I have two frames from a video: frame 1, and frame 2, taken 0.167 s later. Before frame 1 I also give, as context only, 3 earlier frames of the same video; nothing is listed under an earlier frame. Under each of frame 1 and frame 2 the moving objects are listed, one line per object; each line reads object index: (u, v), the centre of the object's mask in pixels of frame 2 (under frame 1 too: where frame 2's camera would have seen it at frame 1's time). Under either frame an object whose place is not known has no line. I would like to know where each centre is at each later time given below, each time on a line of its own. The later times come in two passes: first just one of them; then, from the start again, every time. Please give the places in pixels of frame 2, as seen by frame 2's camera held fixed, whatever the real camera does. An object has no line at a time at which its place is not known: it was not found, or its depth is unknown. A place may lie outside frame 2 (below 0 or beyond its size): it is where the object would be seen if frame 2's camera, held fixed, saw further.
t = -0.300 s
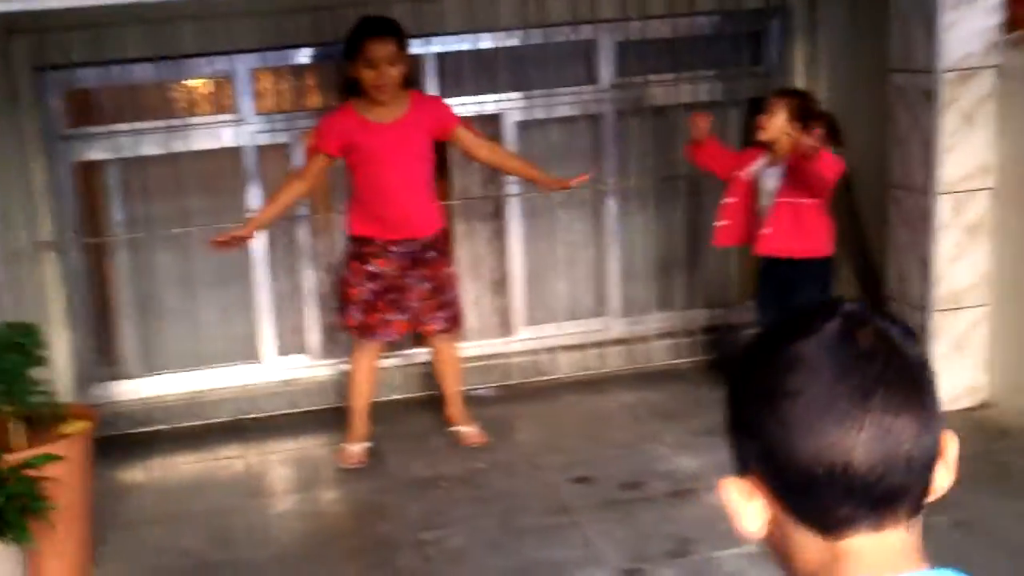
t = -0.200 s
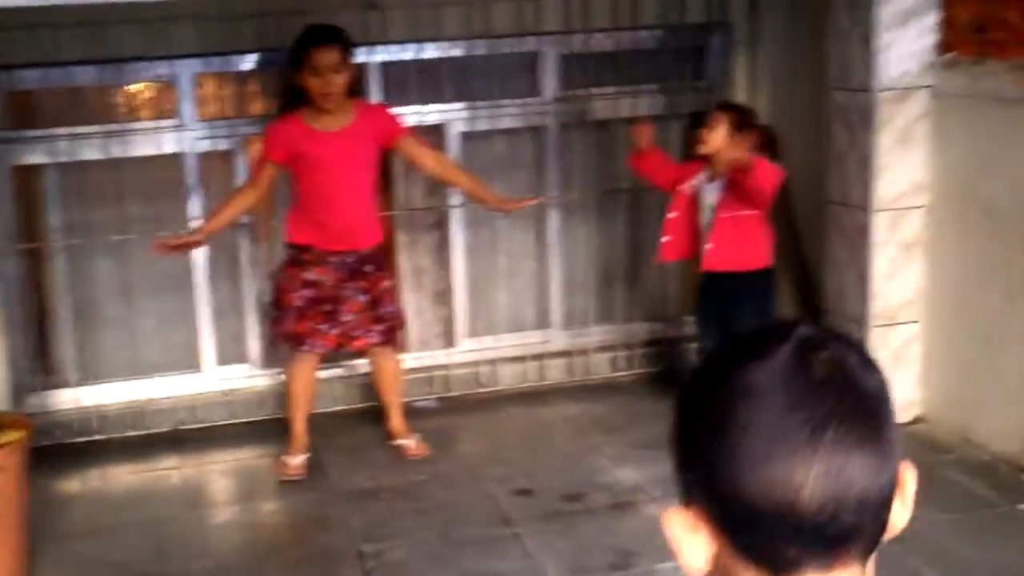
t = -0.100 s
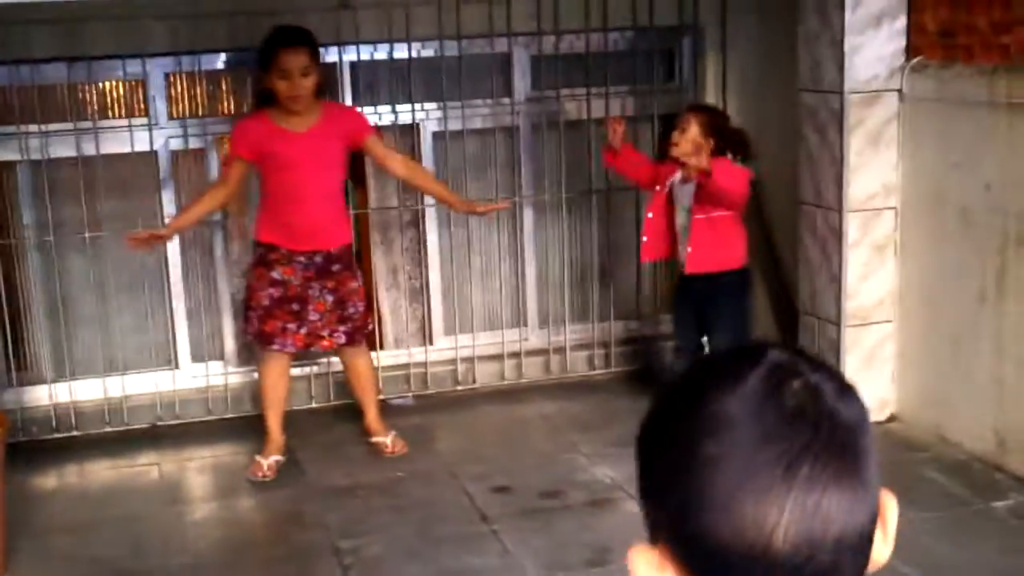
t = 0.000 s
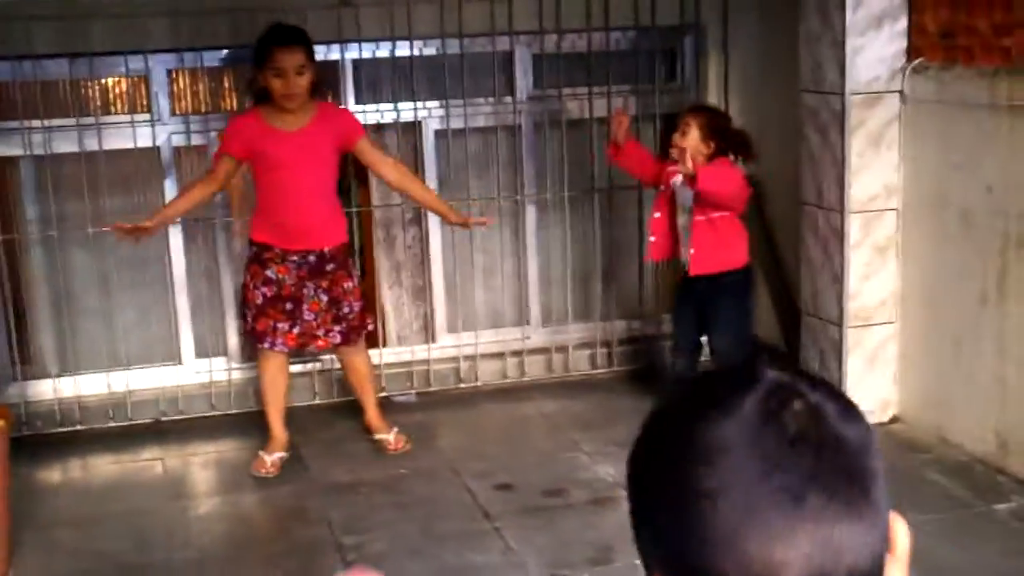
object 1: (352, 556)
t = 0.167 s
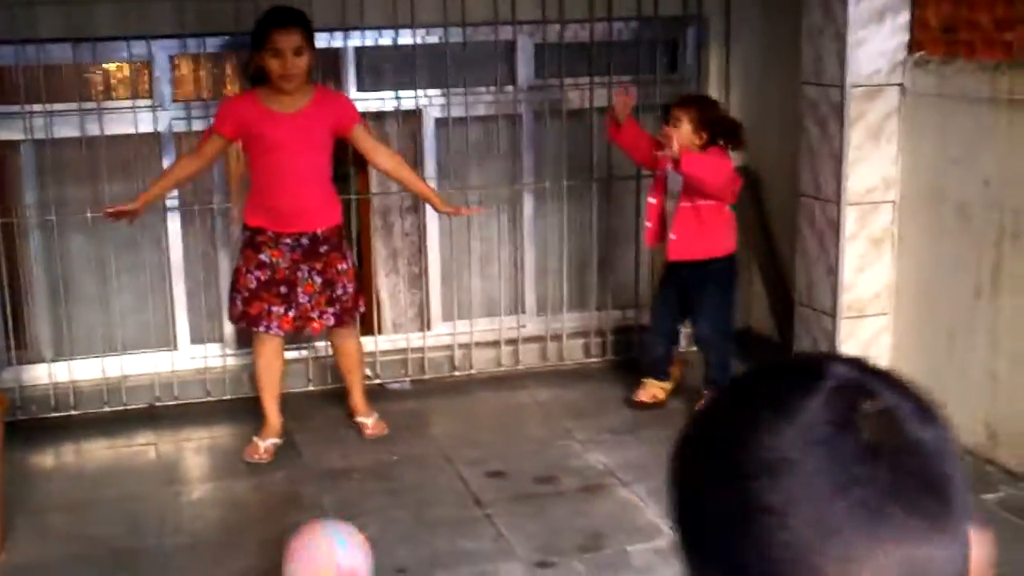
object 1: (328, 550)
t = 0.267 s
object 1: (315, 543)
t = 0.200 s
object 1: (324, 549)
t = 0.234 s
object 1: (319, 546)
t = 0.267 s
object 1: (315, 543)
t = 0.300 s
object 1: (310, 539)
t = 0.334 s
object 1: (306, 534)
